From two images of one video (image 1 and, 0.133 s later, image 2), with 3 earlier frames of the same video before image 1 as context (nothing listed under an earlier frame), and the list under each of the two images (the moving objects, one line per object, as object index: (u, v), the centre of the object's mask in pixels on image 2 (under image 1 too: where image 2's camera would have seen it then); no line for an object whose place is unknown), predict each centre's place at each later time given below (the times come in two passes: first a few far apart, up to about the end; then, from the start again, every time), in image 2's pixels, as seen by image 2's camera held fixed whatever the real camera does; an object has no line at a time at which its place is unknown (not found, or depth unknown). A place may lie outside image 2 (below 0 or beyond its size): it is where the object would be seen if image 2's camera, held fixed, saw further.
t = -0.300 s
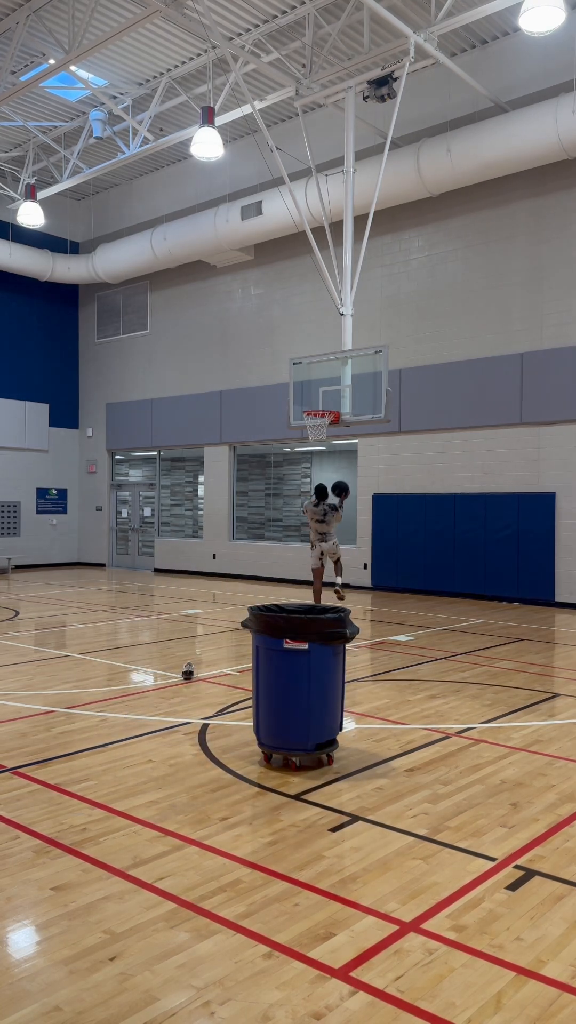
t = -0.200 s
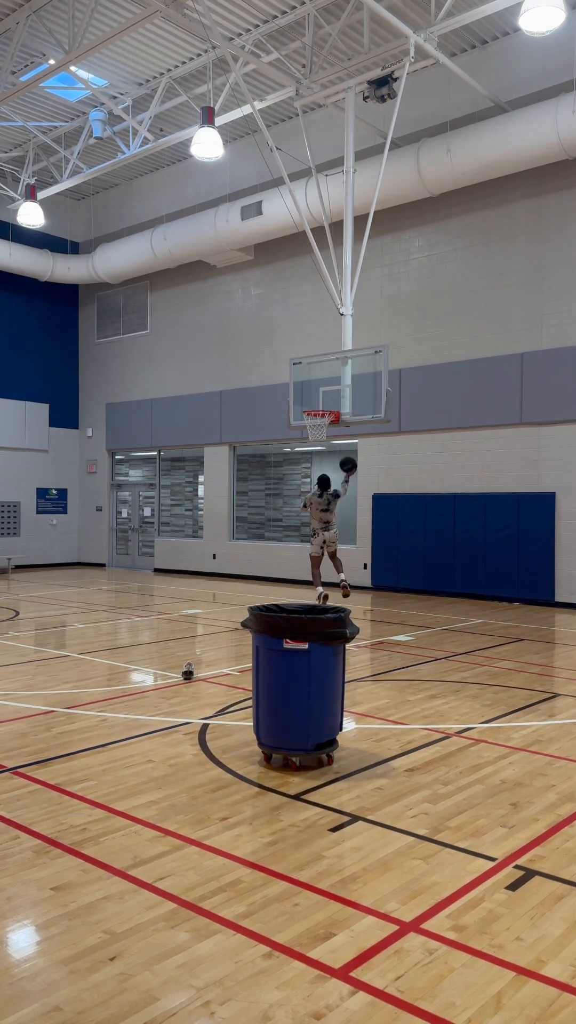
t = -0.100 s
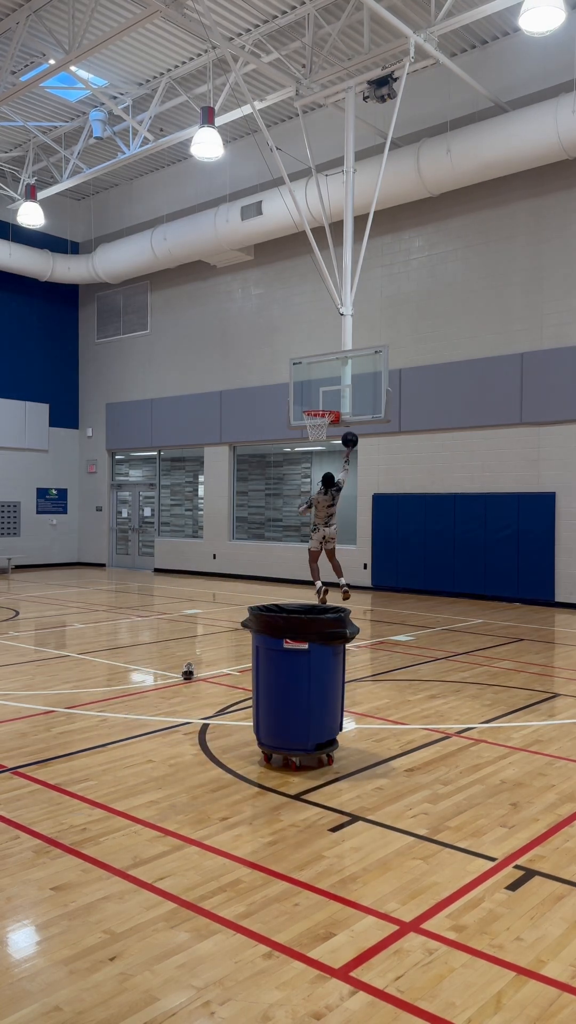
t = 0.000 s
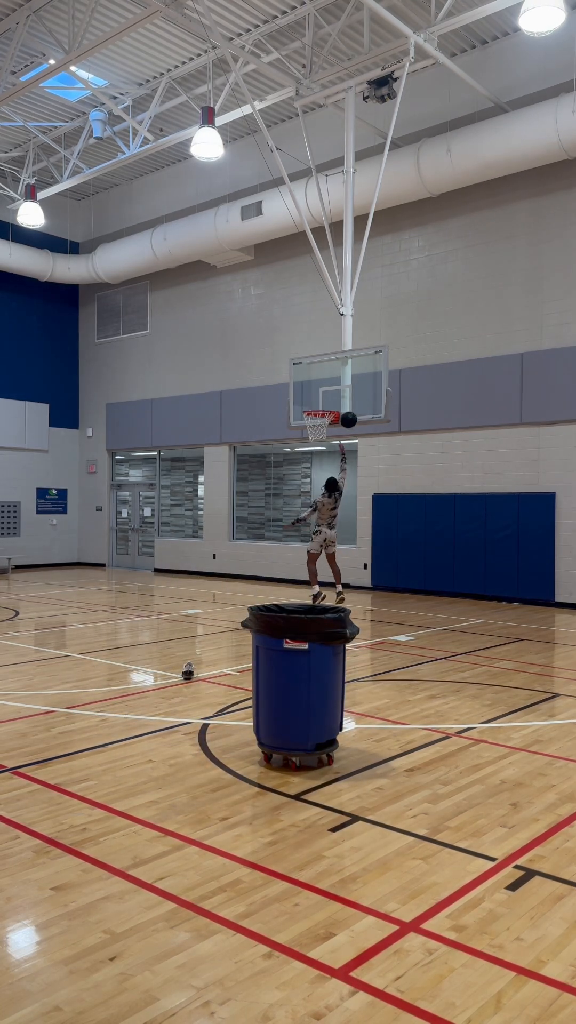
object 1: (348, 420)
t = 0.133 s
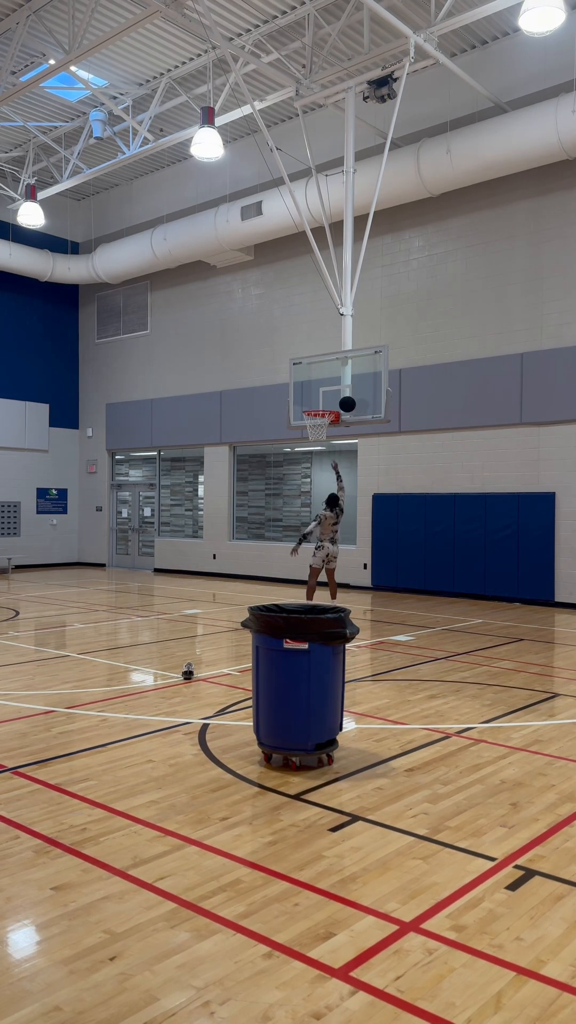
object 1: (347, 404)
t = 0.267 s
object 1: (340, 397)
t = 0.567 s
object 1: (314, 422)
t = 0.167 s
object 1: (347, 402)
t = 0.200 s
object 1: (345, 400)
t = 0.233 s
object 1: (343, 398)
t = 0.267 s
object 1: (340, 397)
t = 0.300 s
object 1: (337, 397)
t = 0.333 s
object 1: (334, 398)
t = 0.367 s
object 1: (331, 399)
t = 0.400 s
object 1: (328, 401)
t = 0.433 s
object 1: (325, 403)
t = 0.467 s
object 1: (323, 405)
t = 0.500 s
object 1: (320, 411)
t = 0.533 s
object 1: (317, 416)
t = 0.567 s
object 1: (314, 422)
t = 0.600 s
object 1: (312, 426)
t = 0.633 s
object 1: (312, 429)
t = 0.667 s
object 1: (311, 431)
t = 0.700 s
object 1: (311, 436)
